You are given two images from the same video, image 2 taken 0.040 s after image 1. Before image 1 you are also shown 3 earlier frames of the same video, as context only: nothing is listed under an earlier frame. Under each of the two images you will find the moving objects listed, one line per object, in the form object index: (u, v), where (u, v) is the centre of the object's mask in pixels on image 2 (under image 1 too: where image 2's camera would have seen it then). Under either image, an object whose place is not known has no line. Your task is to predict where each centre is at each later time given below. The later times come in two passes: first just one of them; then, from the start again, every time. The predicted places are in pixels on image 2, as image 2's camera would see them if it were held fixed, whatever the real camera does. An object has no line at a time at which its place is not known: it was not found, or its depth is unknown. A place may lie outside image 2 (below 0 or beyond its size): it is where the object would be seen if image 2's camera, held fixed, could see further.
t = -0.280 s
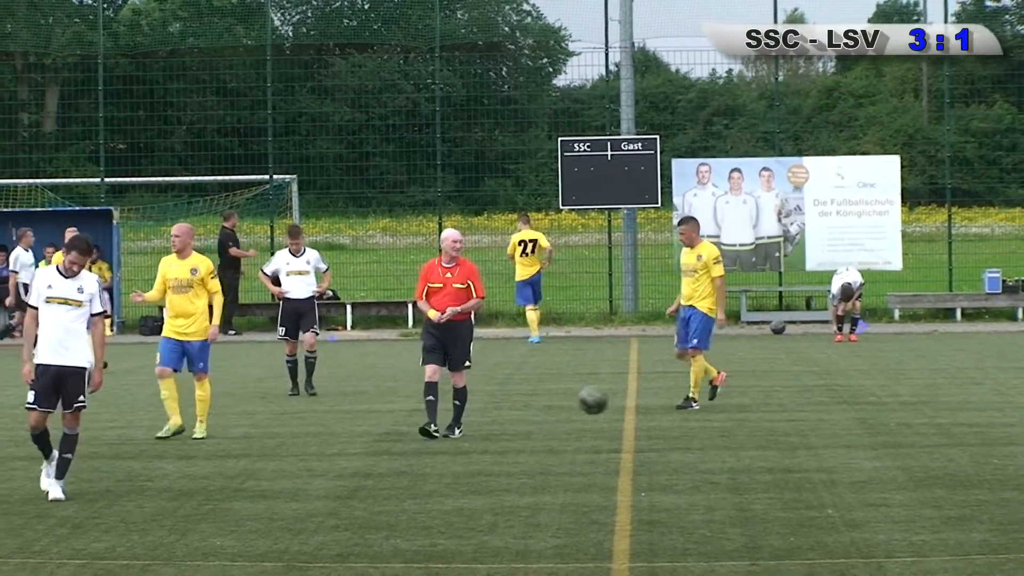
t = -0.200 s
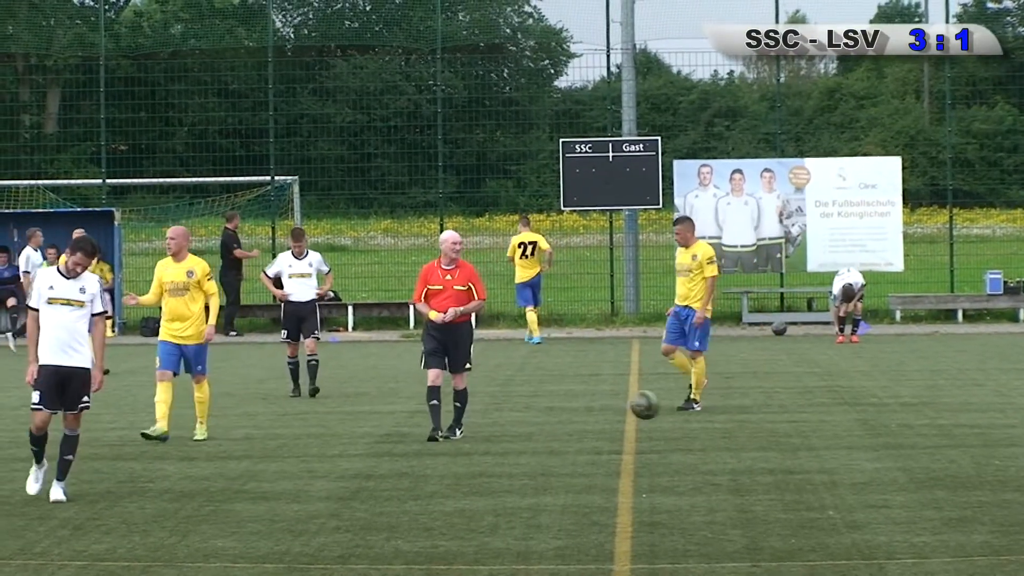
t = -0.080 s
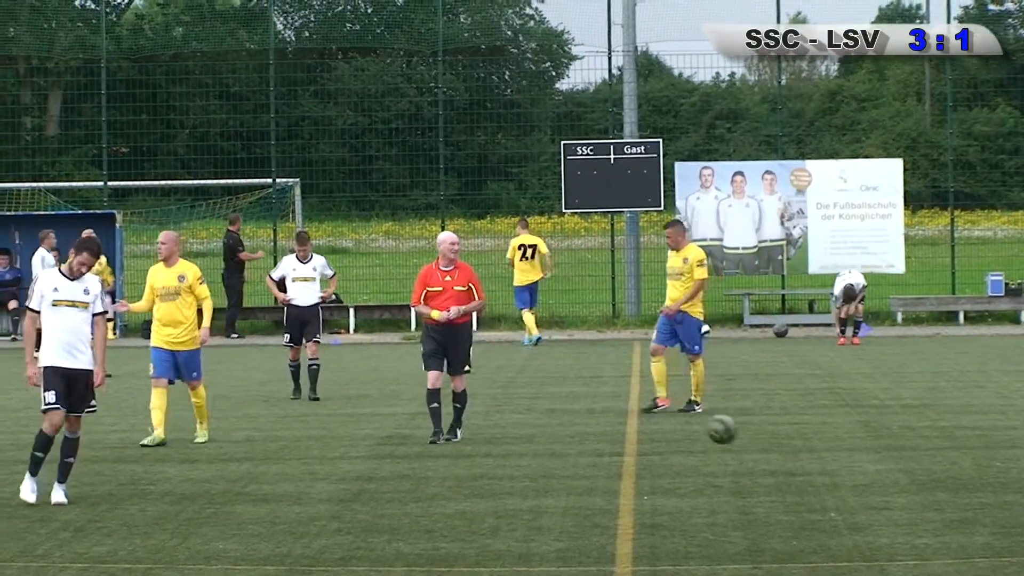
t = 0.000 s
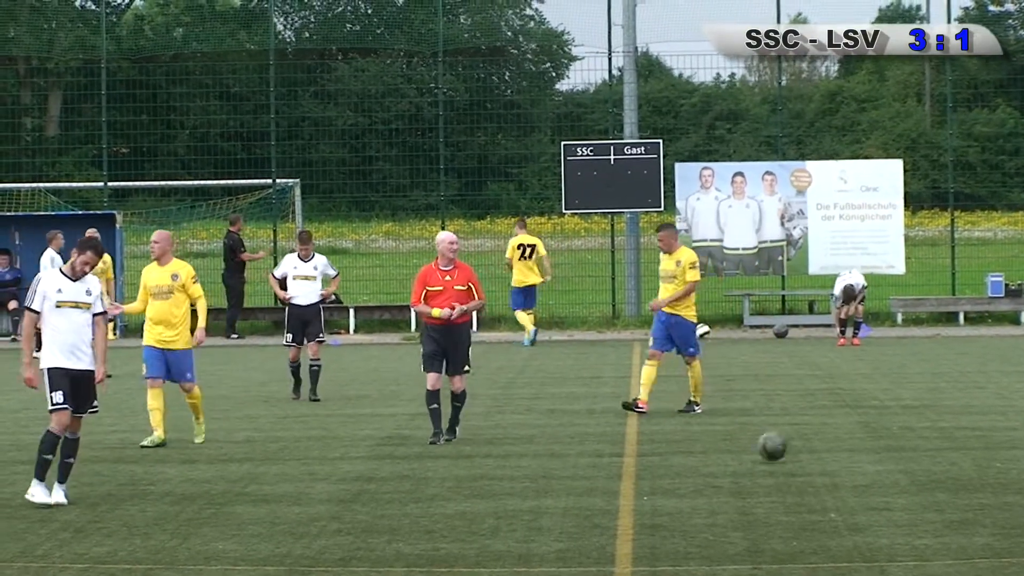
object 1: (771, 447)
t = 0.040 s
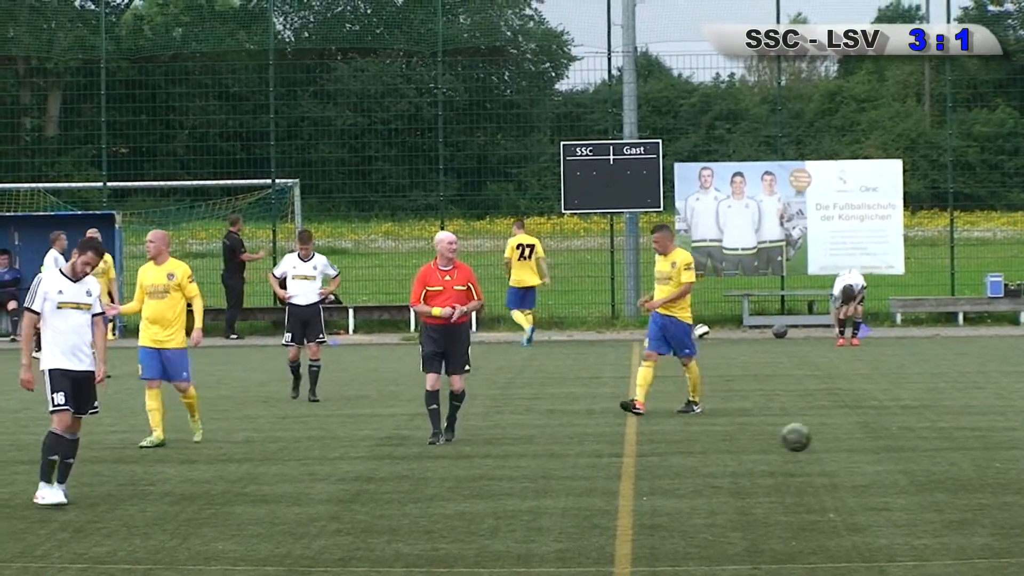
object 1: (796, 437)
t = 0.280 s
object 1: (943, 429)
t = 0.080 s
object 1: (820, 430)
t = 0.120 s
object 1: (845, 426)
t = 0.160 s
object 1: (870, 423)
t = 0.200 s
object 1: (894, 423)
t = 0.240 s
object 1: (919, 425)
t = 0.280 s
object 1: (943, 429)
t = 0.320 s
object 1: (968, 437)
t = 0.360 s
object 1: (992, 446)
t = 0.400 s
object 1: (1015, 445)
